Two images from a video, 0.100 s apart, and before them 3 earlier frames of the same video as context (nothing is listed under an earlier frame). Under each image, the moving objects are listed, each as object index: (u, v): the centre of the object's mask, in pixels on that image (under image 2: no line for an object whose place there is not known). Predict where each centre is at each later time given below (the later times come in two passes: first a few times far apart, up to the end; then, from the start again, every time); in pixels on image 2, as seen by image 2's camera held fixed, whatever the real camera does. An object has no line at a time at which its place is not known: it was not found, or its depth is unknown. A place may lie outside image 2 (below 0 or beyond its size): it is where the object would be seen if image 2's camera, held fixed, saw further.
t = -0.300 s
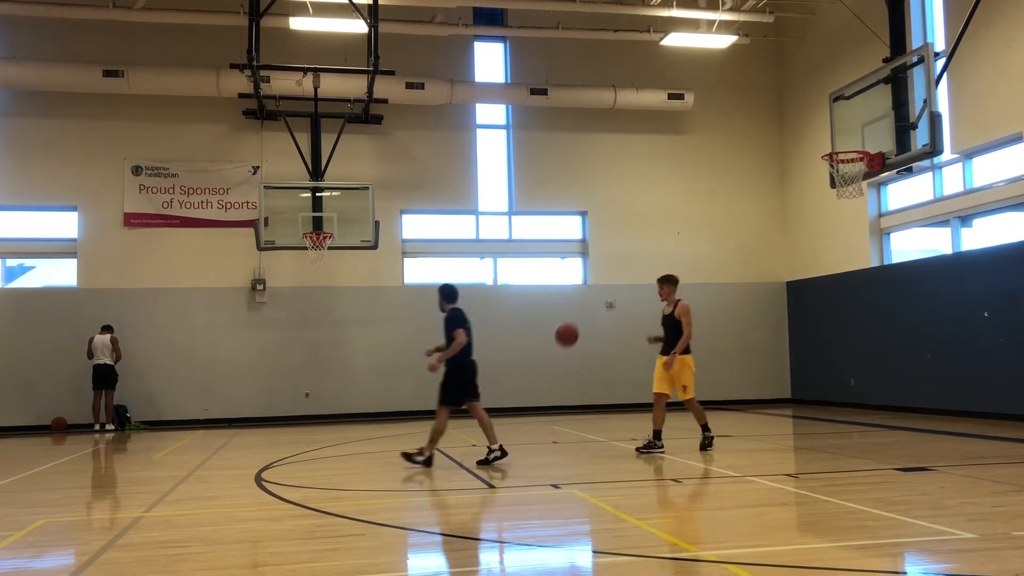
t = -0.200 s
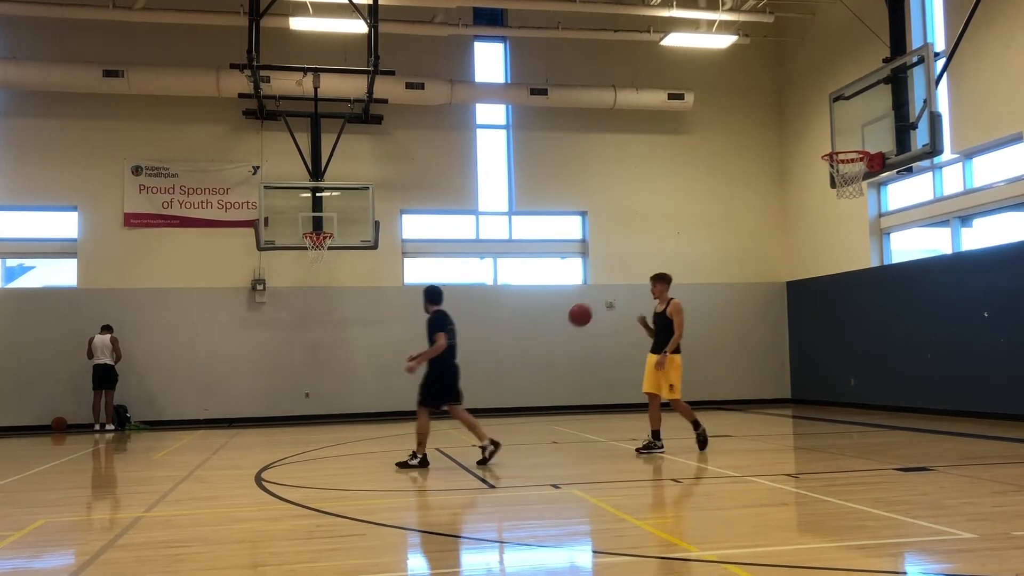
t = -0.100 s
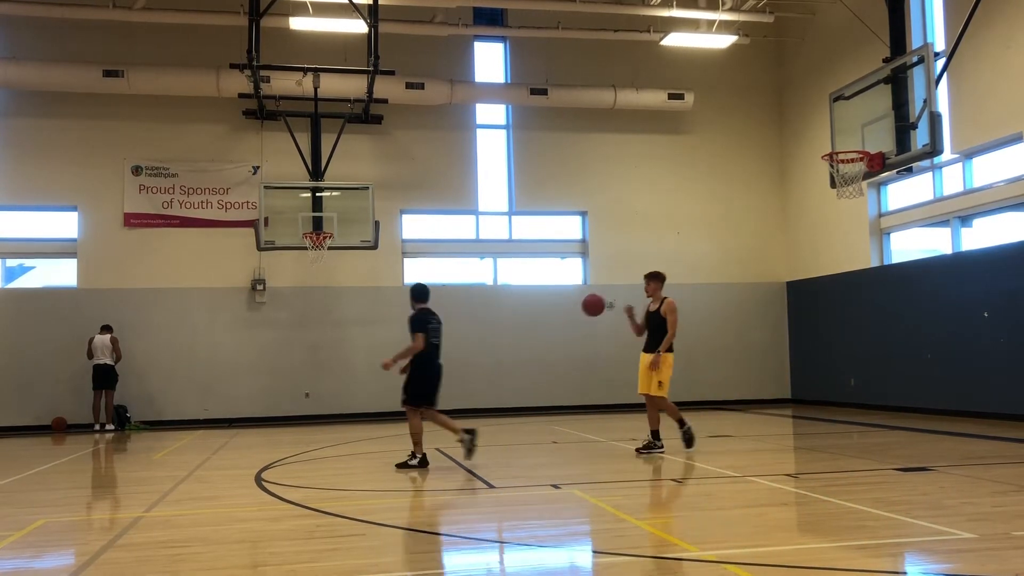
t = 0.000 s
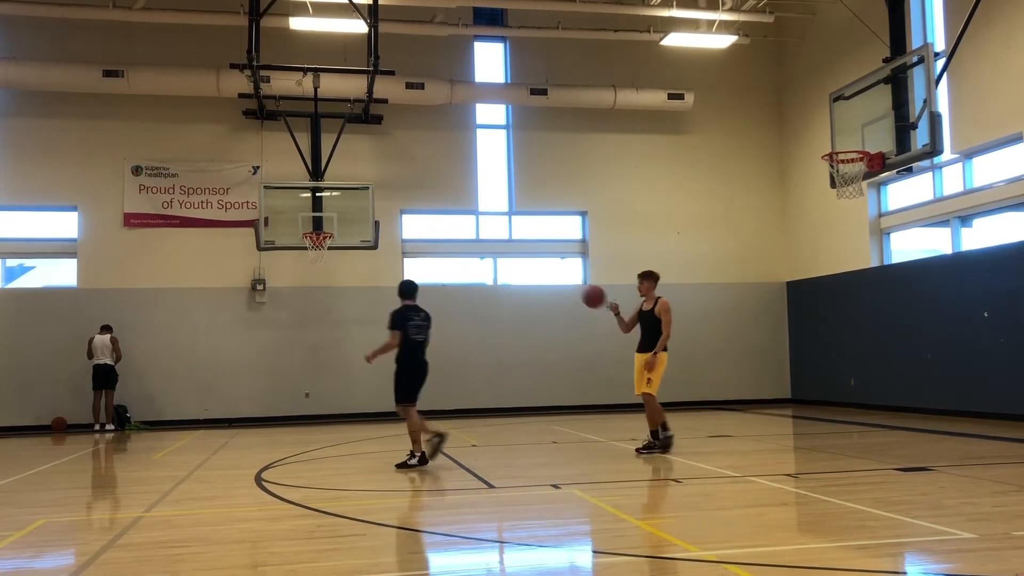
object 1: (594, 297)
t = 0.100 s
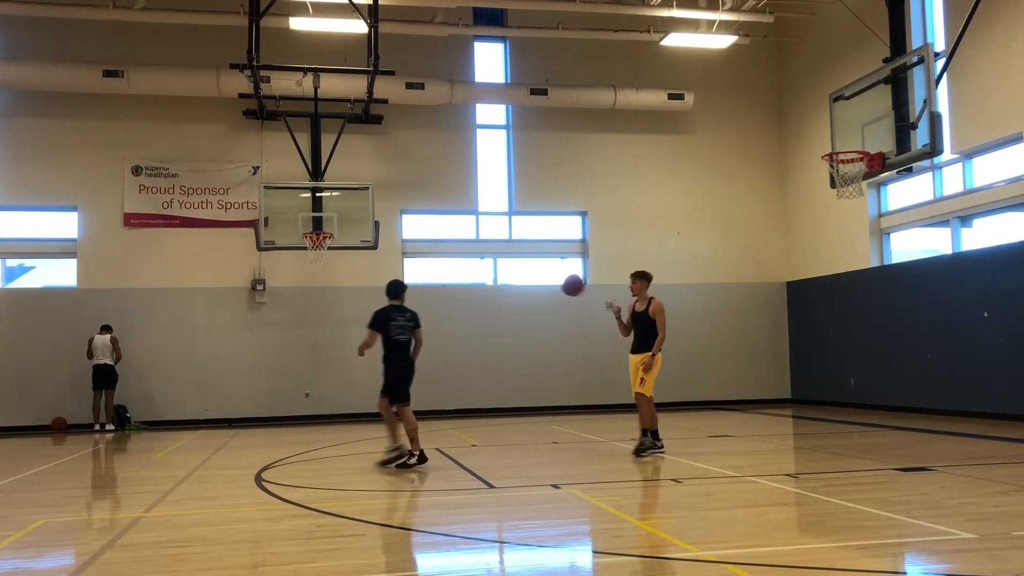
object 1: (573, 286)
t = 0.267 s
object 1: (537, 286)
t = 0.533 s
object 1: (481, 341)
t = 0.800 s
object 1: (426, 441)
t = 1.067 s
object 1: (397, 365)
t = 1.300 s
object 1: (372, 357)
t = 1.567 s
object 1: (345, 414)
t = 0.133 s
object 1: (566, 284)
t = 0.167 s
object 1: (558, 283)
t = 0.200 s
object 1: (551, 282)
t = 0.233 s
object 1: (544, 284)
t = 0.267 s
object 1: (537, 286)
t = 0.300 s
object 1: (530, 289)
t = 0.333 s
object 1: (523, 294)
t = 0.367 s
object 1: (516, 299)
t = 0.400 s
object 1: (509, 305)
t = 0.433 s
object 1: (502, 312)
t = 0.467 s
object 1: (495, 320)
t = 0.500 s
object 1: (488, 330)
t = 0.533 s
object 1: (481, 341)
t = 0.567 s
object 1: (474, 354)
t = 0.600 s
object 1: (466, 367)
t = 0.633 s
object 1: (459, 381)
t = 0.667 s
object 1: (453, 396)
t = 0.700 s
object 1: (445, 414)
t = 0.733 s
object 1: (438, 433)
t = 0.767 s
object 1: (430, 451)
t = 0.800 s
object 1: (426, 441)
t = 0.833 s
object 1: (423, 429)
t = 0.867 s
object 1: (420, 416)
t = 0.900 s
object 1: (415, 405)
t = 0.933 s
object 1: (411, 394)
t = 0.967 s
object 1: (408, 386)
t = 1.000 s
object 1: (404, 378)
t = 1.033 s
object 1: (401, 371)
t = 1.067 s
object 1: (397, 365)
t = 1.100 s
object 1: (394, 361)
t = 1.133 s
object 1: (390, 358)
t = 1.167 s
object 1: (386, 355)
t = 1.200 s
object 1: (383, 354)
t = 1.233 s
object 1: (379, 354)
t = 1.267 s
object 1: (376, 355)
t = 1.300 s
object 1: (372, 357)
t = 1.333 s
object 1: (369, 361)
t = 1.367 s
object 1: (365, 365)
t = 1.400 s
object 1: (362, 371)
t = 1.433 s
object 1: (358, 377)
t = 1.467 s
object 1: (355, 385)
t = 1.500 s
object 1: (351, 394)
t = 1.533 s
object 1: (348, 404)
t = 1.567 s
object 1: (345, 414)
